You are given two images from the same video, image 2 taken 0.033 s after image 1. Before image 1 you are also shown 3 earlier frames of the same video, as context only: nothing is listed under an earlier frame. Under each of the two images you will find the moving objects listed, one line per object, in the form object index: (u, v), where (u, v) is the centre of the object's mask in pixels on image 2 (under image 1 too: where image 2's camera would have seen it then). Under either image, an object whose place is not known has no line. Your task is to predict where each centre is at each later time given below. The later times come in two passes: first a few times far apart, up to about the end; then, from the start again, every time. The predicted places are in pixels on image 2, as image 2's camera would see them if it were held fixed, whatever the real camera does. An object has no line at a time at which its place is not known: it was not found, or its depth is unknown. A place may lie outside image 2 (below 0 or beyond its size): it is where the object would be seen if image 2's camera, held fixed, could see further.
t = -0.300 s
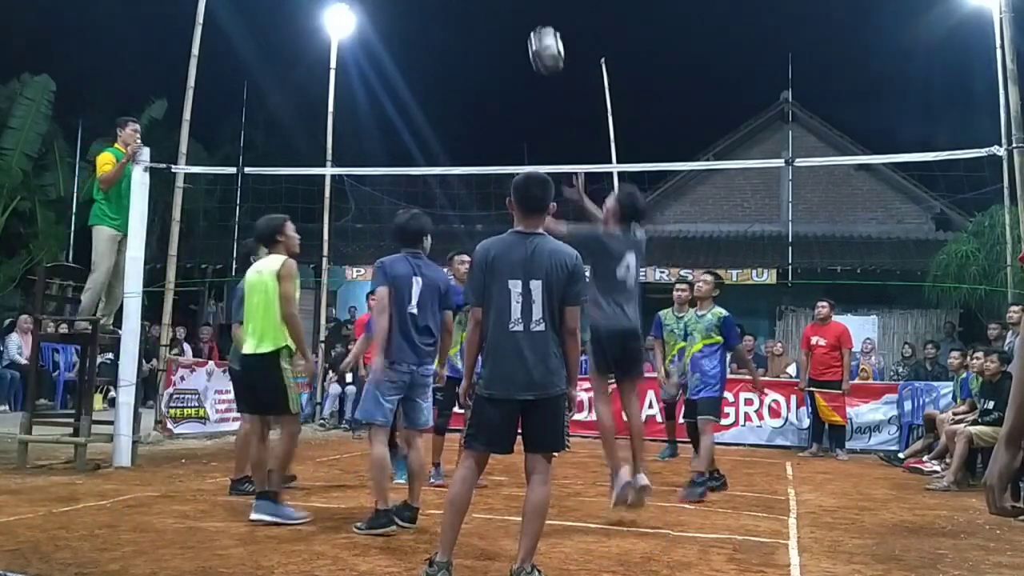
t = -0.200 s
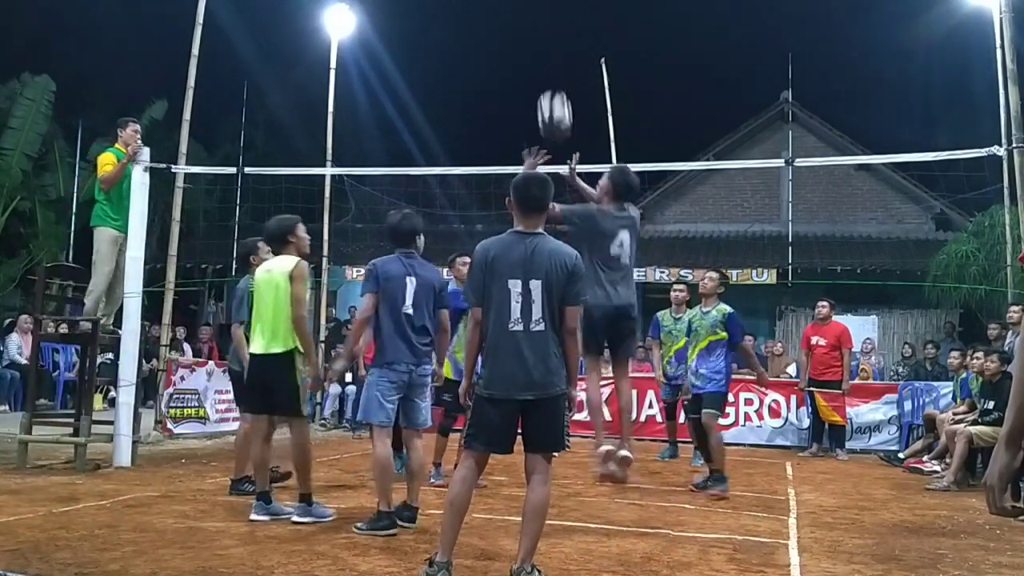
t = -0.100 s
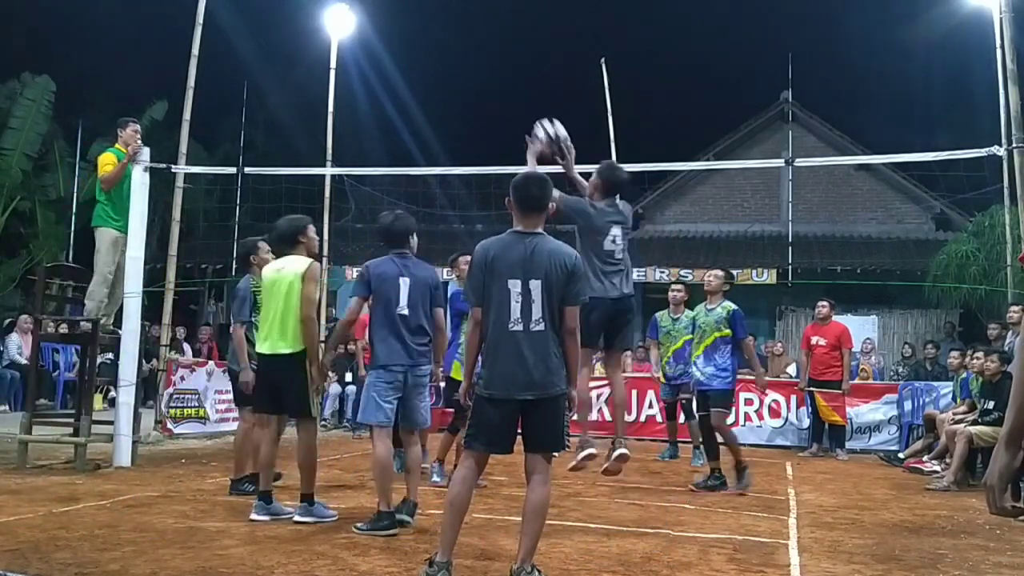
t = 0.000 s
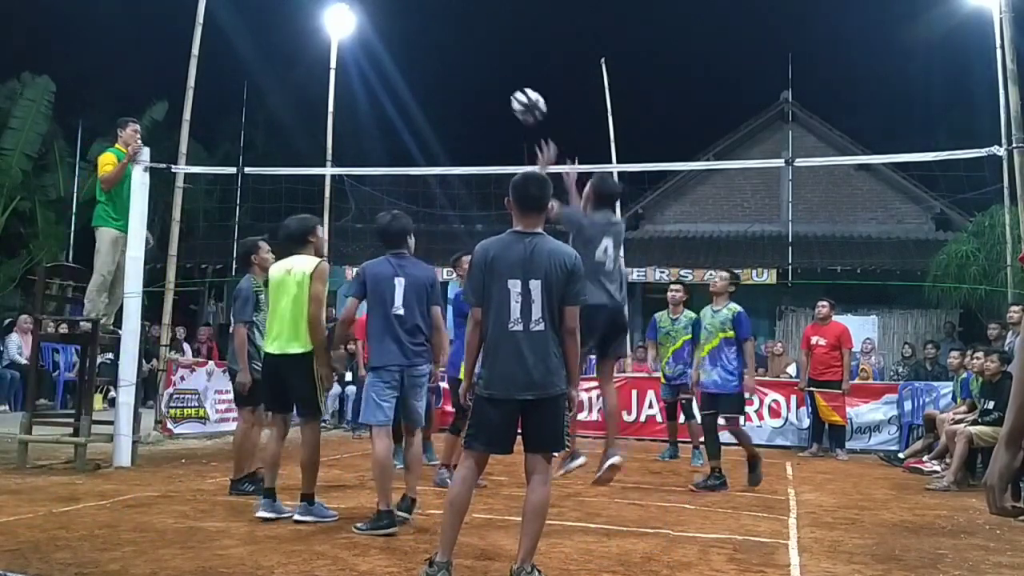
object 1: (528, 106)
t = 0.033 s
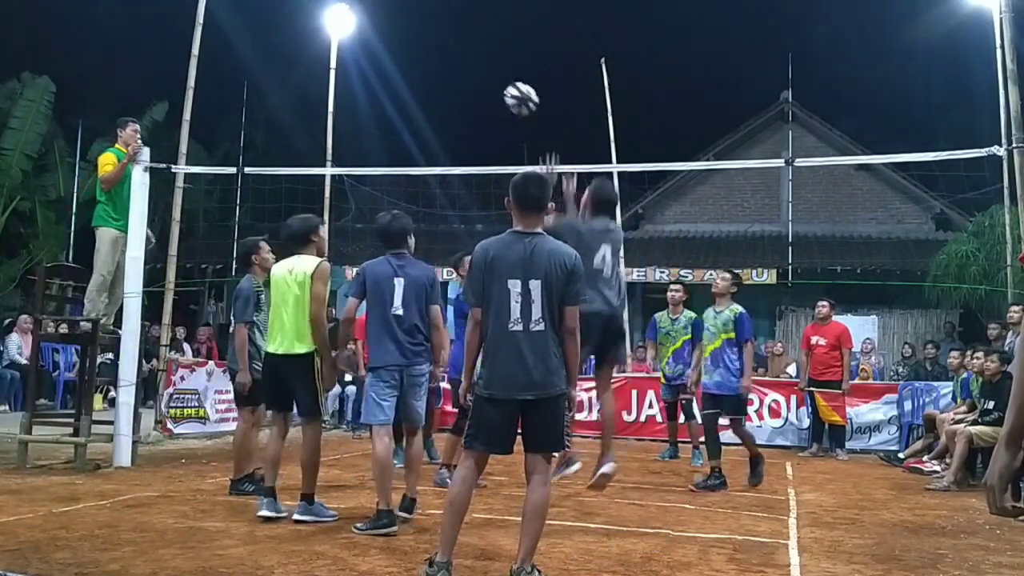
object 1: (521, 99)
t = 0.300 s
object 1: (470, 105)
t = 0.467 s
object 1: (444, 150)
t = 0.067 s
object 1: (514, 94)
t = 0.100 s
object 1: (507, 91)
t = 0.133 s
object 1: (500, 89)
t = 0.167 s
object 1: (494, 90)
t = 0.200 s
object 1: (488, 91)
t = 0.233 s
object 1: (482, 95)
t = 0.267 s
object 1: (476, 99)
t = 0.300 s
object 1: (470, 105)
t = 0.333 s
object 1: (464, 111)
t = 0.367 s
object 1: (459, 119)
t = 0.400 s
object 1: (454, 128)
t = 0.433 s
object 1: (449, 138)
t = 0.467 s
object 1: (444, 150)
